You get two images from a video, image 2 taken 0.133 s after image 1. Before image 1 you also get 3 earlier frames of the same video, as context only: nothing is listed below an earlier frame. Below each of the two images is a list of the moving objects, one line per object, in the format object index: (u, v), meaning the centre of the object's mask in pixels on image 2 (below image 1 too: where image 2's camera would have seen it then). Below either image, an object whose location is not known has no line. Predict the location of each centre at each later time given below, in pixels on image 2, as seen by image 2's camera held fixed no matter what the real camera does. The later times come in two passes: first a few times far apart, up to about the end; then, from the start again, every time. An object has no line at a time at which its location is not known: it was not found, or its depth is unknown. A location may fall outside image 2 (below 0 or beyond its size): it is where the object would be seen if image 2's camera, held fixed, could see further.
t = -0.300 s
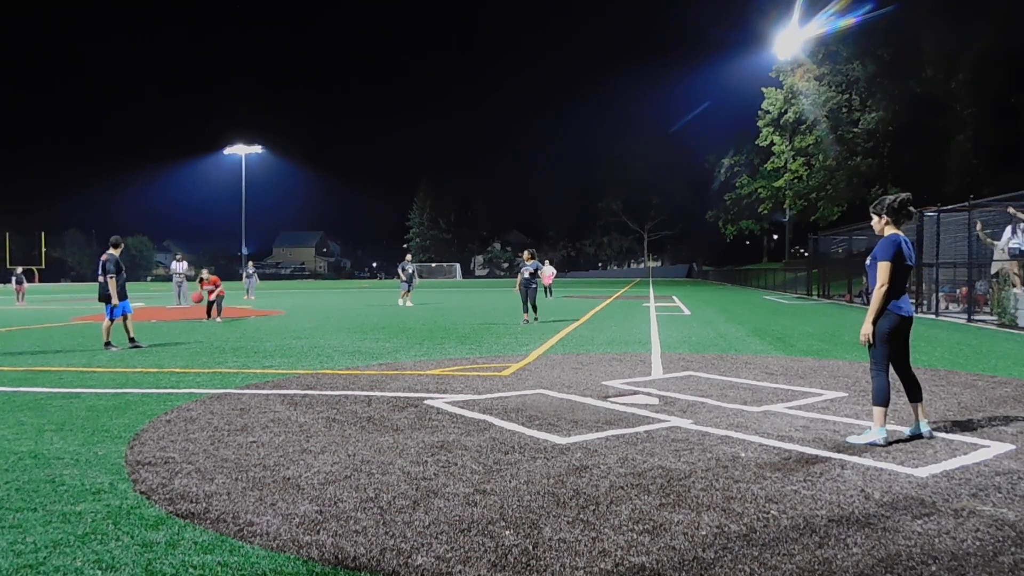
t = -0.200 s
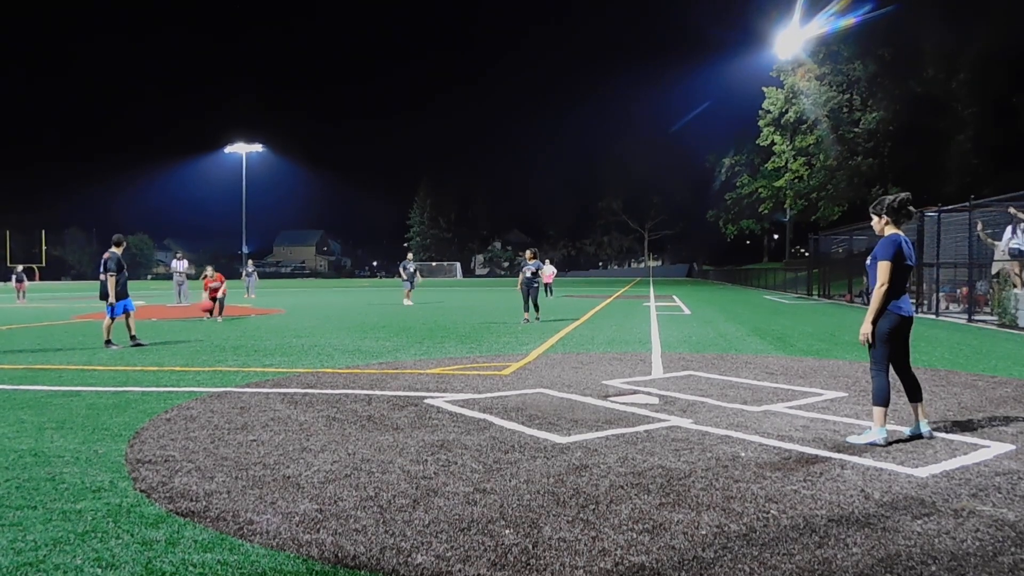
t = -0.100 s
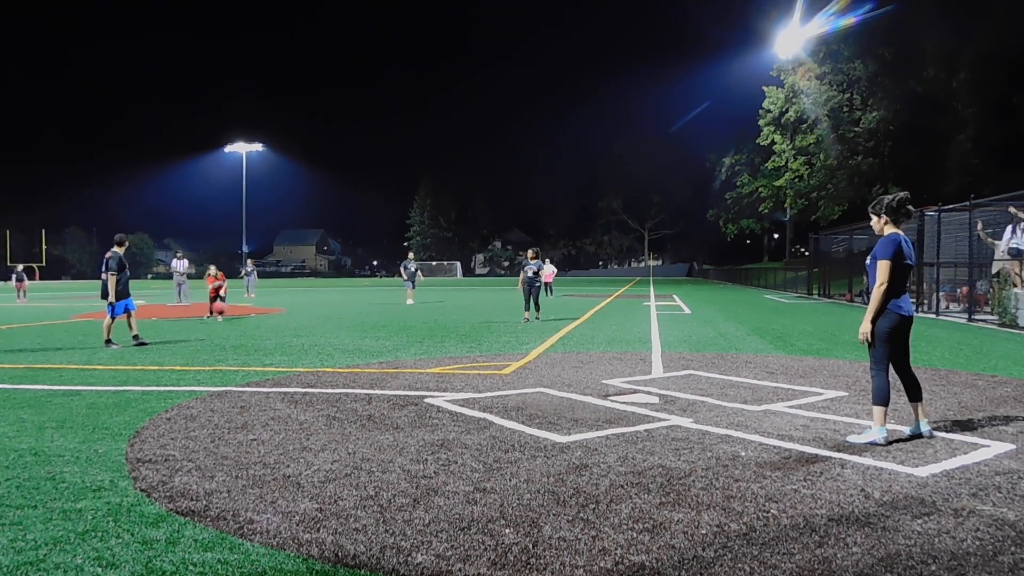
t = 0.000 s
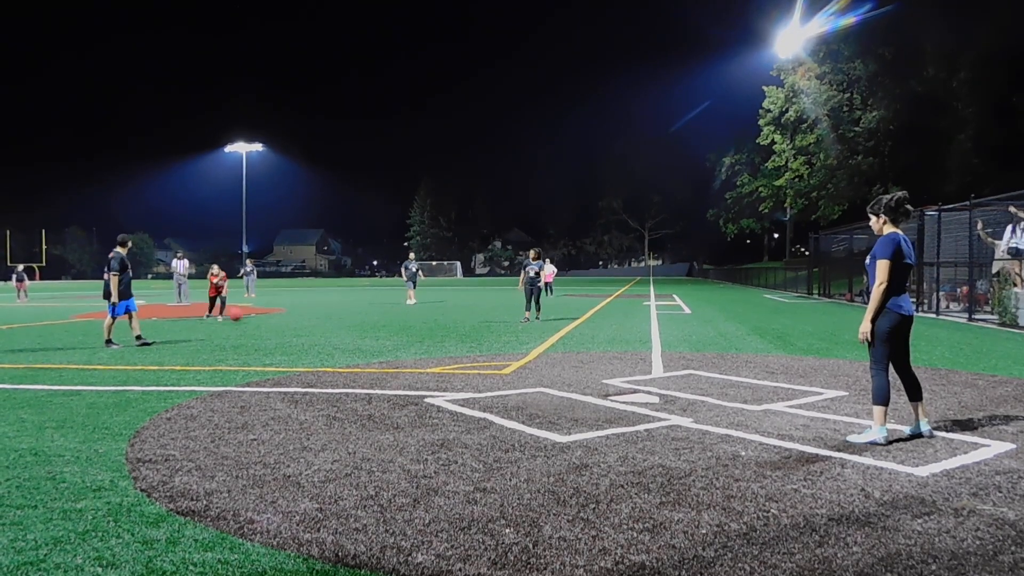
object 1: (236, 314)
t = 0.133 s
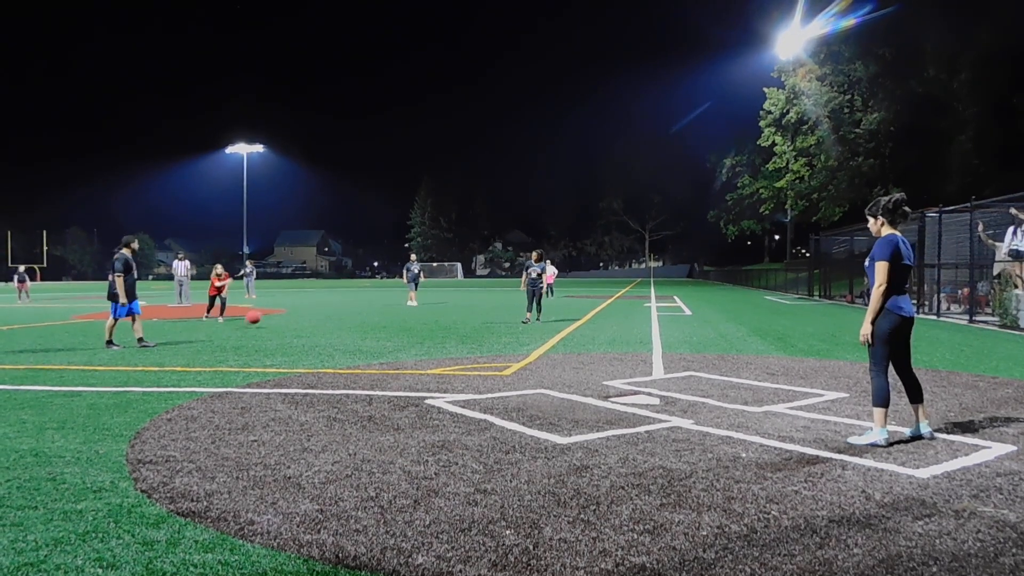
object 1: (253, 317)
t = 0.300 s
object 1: (270, 313)
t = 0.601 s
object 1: (305, 320)
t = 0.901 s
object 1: (342, 333)
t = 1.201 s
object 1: (391, 337)
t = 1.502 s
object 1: (447, 342)
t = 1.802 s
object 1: (513, 351)
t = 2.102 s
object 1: (586, 357)
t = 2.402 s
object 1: (677, 368)
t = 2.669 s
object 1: (763, 377)
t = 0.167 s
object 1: (256, 315)
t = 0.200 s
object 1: (261, 313)
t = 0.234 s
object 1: (264, 313)
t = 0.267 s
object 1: (267, 313)
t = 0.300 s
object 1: (270, 313)
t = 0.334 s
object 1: (274, 314)
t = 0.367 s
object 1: (278, 316)
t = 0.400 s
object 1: (281, 318)
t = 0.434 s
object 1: (285, 321)
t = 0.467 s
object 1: (289, 324)
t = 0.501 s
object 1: (293, 326)
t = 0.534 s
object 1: (297, 324)
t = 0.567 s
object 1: (301, 322)
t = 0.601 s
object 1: (305, 320)
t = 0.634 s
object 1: (309, 318)
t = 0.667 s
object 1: (313, 318)
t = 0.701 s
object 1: (317, 318)
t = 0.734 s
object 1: (321, 319)
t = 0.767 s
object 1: (325, 320)
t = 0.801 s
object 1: (330, 322)
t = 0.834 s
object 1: (334, 324)
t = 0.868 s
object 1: (338, 328)
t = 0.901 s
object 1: (342, 333)
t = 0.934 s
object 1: (348, 332)
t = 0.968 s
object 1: (353, 330)
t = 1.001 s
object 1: (359, 329)
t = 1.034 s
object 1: (364, 329)
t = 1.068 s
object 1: (369, 329)
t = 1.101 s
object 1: (374, 330)
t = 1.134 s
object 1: (380, 331)
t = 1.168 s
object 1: (386, 334)
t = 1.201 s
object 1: (391, 337)
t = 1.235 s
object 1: (398, 338)
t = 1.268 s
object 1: (403, 336)
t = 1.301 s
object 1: (409, 334)
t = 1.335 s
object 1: (415, 333)
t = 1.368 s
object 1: (422, 333)
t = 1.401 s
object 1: (428, 334)
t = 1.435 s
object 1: (435, 336)
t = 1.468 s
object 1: (441, 338)
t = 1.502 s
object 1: (447, 342)
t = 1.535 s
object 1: (455, 345)
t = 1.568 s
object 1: (462, 344)
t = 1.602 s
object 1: (469, 343)
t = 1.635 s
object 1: (476, 343)
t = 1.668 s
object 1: (483, 343)
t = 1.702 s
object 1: (489, 344)
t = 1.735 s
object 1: (497, 346)
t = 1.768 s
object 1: (505, 349)
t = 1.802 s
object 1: (513, 351)
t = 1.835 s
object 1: (521, 350)
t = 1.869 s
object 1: (528, 349)
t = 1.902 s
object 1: (535, 350)
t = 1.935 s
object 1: (544, 351)
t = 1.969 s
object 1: (553, 353)
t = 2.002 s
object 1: (561, 355)
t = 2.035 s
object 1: (569, 355)
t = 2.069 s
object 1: (578, 355)
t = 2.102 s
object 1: (586, 357)
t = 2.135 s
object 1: (595, 358)
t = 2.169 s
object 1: (604, 359)
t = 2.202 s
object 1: (614, 359)
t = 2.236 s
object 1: (624, 361)
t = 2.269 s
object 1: (634, 363)
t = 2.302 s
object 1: (642, 364)
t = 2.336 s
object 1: (653, 364)
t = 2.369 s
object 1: (667, 366)
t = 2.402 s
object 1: (677, 368)
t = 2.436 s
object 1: (688, 370)
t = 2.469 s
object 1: (699, 372)
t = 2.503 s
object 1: (710, 372)
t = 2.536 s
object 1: (721, 374)
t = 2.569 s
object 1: (732, 376)
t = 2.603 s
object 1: (743, 377)
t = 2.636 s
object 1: (755, 377)
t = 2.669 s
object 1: (763, 377)
